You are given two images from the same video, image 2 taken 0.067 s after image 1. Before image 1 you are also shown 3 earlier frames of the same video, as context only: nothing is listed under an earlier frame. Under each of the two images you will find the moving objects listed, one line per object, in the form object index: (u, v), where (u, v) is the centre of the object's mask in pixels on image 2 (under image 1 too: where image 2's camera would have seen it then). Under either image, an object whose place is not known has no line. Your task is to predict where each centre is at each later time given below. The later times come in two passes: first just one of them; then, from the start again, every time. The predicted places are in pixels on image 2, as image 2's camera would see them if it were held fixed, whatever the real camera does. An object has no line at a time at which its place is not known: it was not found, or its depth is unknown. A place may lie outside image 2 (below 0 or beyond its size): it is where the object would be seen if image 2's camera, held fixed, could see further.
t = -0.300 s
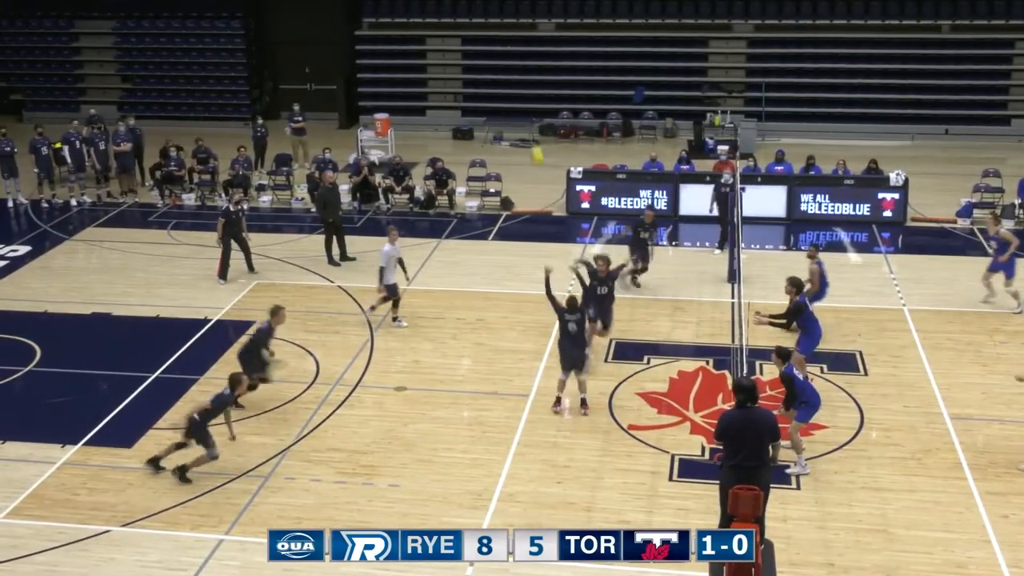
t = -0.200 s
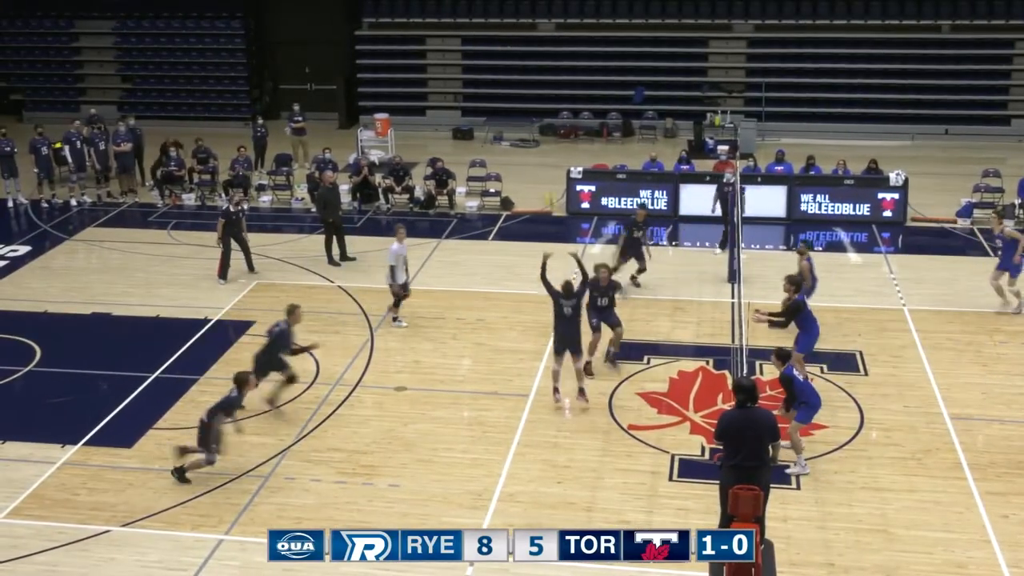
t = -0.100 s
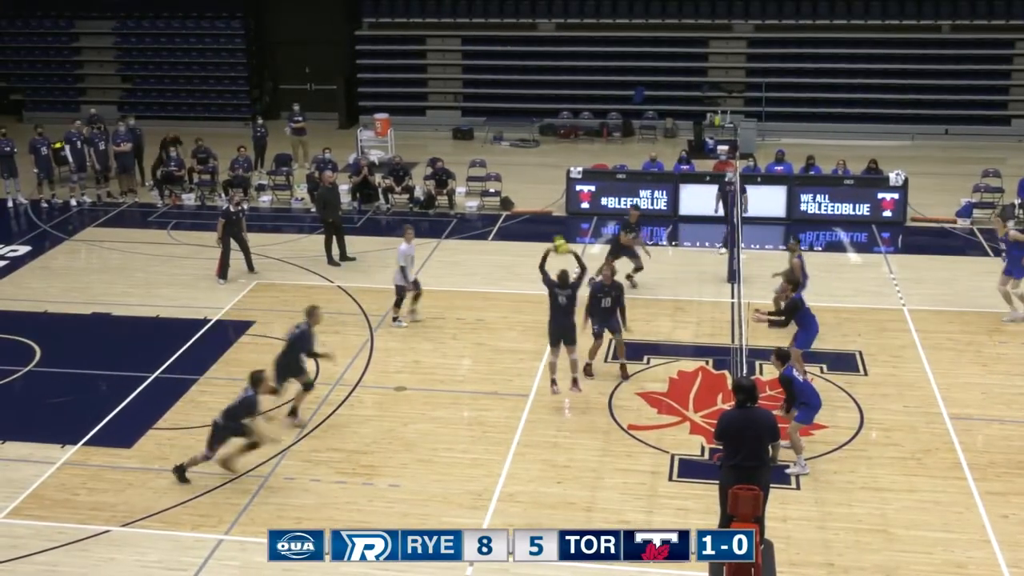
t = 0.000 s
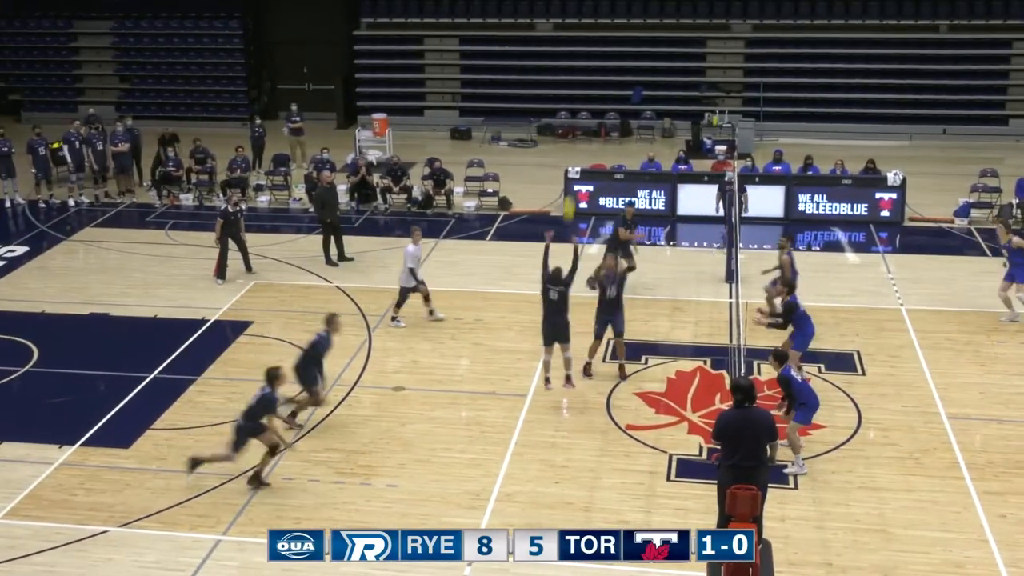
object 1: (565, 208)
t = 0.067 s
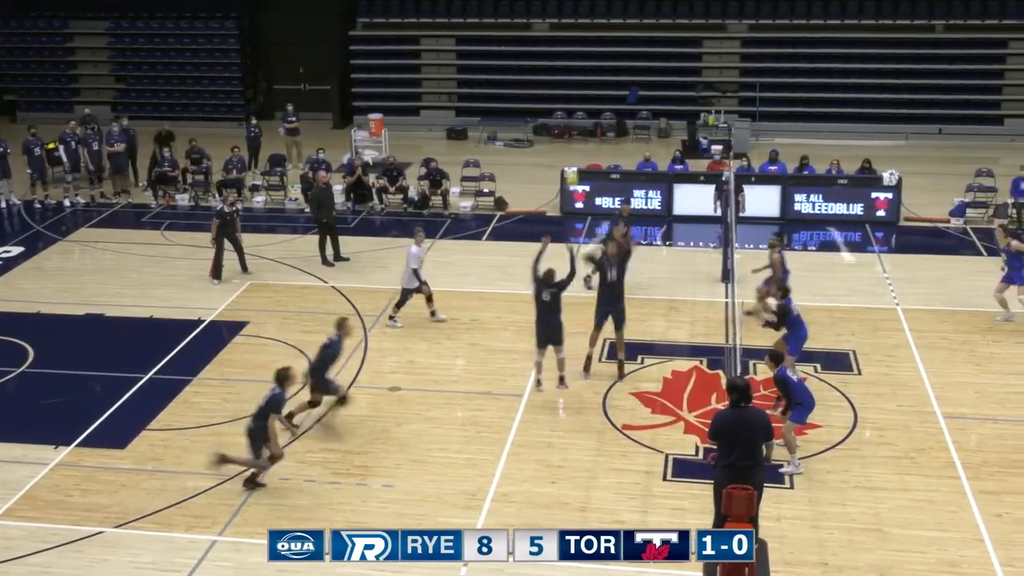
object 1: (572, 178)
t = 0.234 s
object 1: (588, 124)
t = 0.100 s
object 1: (576, 166)
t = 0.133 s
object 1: (578, 154)
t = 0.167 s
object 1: (581, 142)
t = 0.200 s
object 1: (584, 133)
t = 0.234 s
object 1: (588, 124)
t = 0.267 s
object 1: (591, 114)
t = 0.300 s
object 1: (594, 106)
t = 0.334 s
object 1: (597, 99)
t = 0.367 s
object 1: (599, 93)
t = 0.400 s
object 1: (602, 86)
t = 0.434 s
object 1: (605, 82)
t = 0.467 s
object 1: (608, 78)
